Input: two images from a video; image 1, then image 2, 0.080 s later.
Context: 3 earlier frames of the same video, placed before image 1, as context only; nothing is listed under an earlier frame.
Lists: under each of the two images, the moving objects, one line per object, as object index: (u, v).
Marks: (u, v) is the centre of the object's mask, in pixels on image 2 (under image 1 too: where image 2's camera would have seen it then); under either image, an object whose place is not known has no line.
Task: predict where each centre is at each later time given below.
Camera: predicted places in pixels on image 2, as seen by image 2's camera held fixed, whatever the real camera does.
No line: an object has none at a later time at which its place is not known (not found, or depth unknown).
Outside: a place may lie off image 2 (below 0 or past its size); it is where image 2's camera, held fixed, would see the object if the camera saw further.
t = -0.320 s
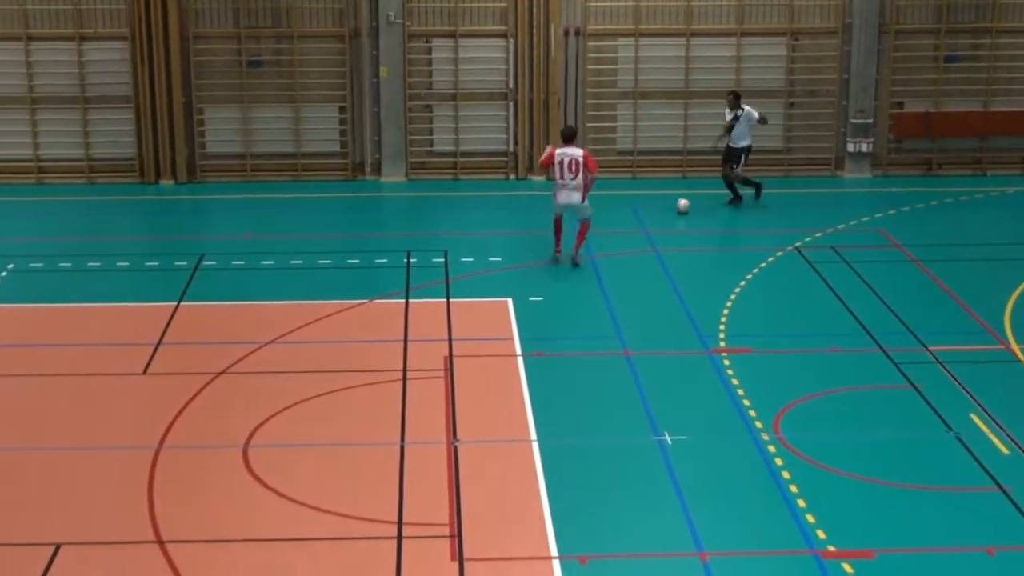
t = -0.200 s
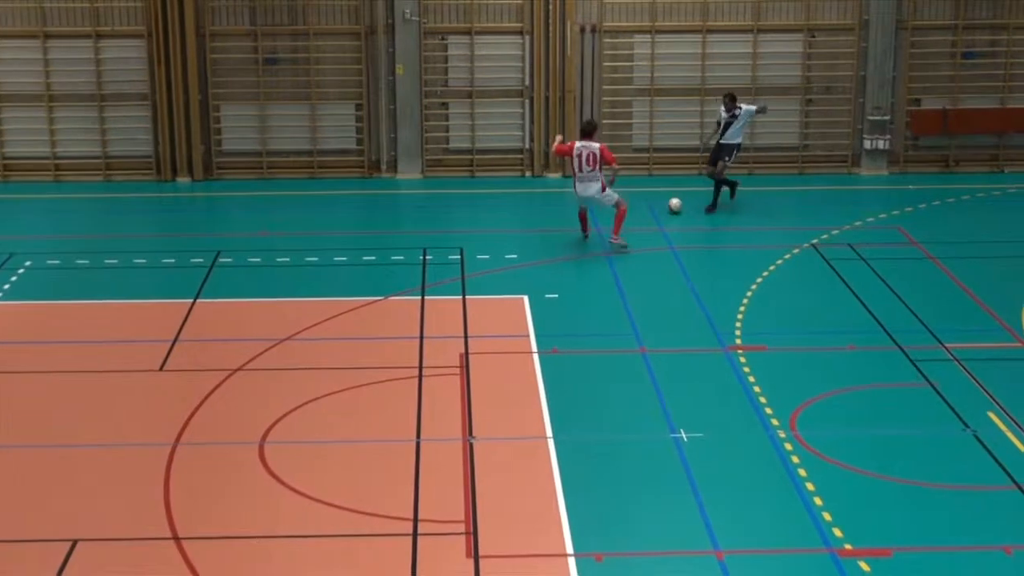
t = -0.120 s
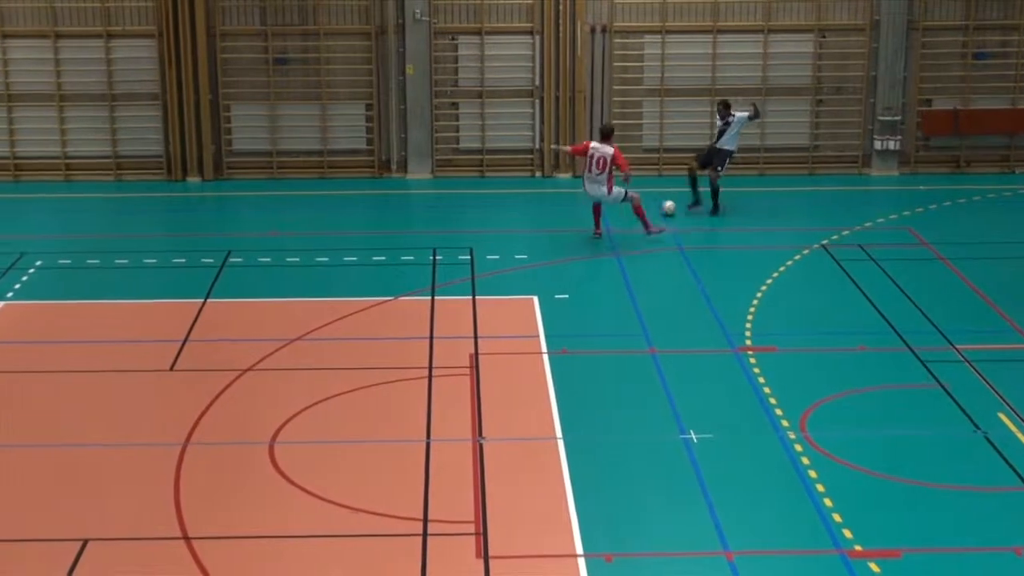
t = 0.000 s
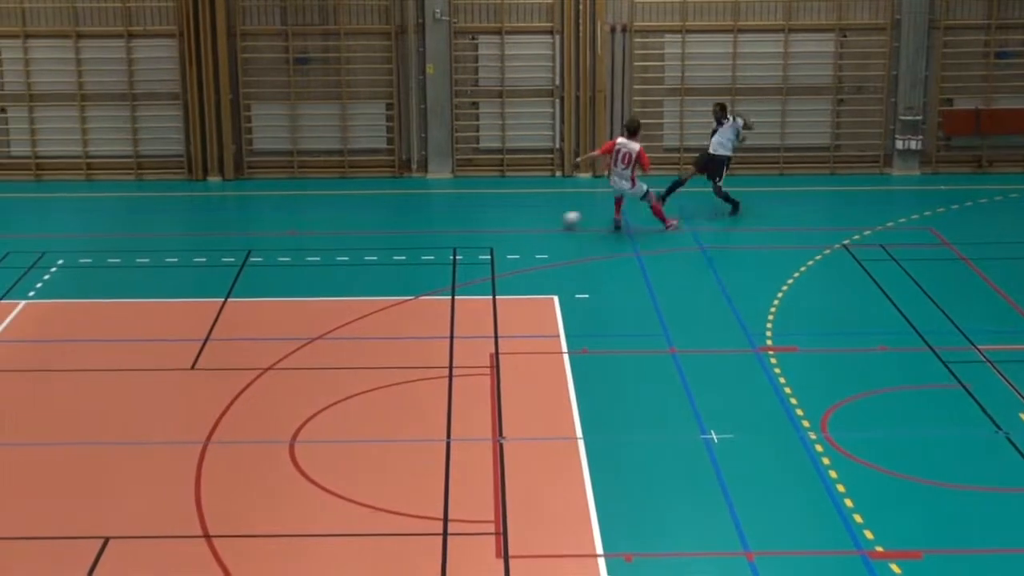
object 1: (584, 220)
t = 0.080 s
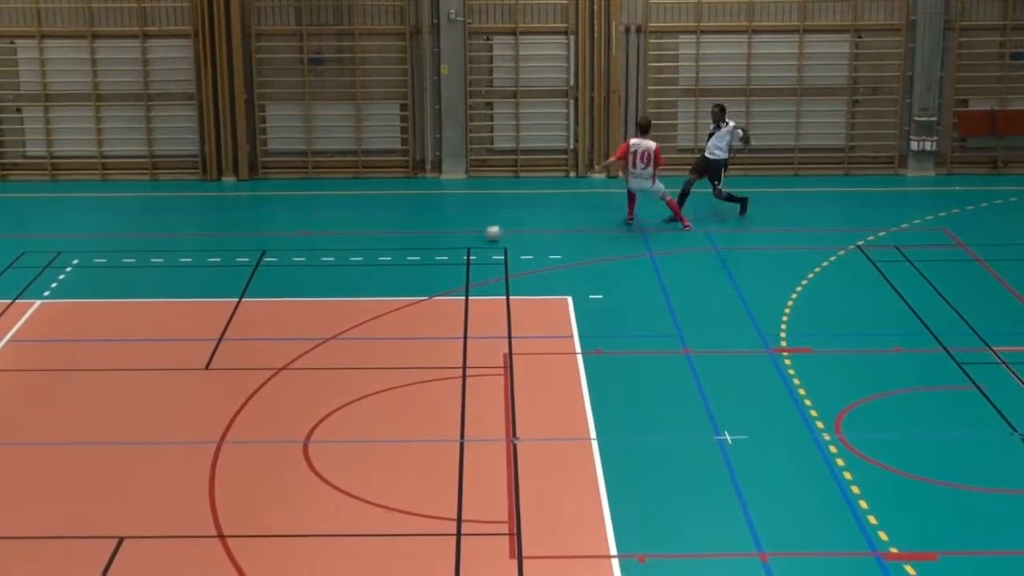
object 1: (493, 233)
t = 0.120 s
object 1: (449, 237)
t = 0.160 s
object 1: (405, 241)
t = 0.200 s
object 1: (358, 249)
